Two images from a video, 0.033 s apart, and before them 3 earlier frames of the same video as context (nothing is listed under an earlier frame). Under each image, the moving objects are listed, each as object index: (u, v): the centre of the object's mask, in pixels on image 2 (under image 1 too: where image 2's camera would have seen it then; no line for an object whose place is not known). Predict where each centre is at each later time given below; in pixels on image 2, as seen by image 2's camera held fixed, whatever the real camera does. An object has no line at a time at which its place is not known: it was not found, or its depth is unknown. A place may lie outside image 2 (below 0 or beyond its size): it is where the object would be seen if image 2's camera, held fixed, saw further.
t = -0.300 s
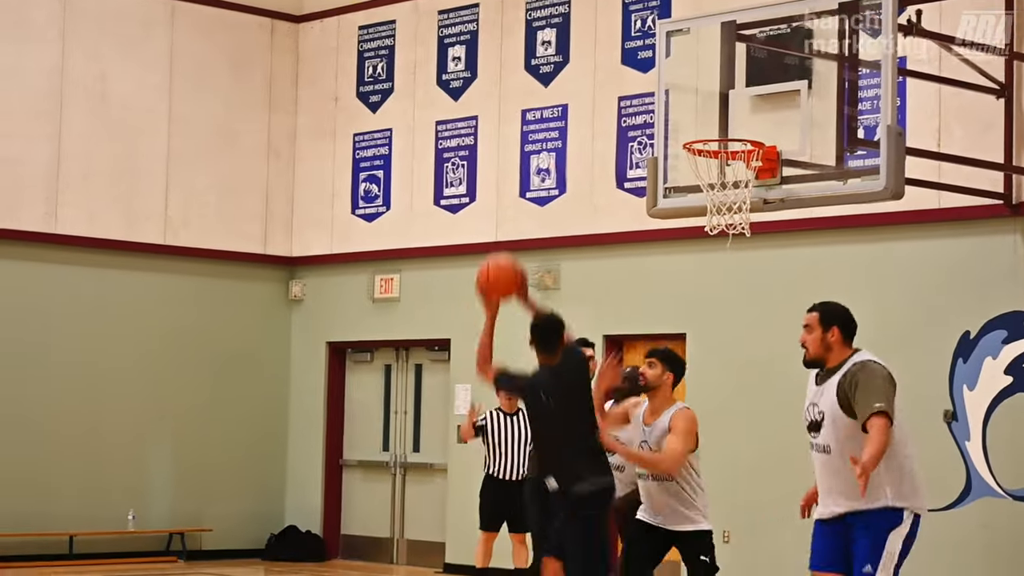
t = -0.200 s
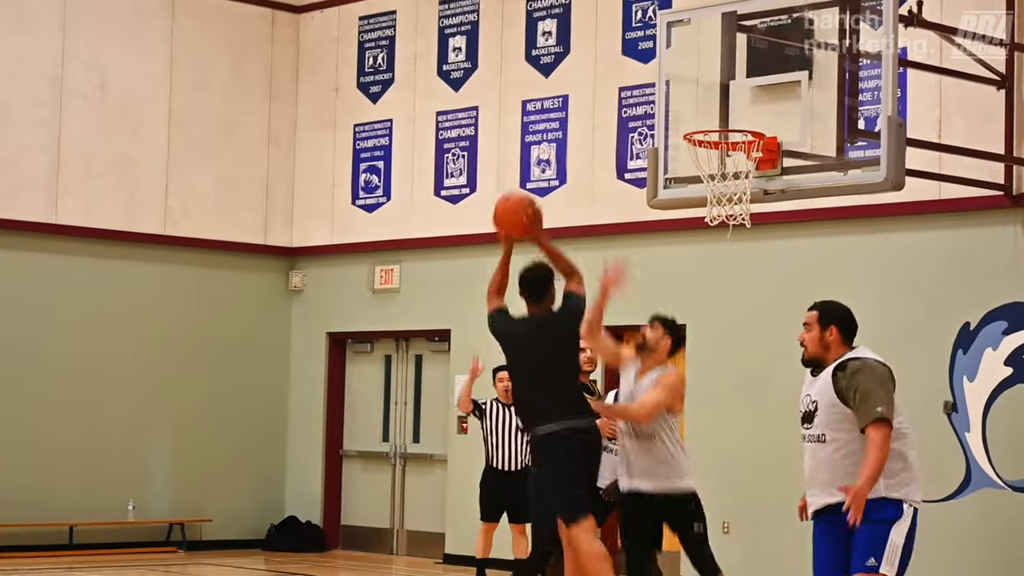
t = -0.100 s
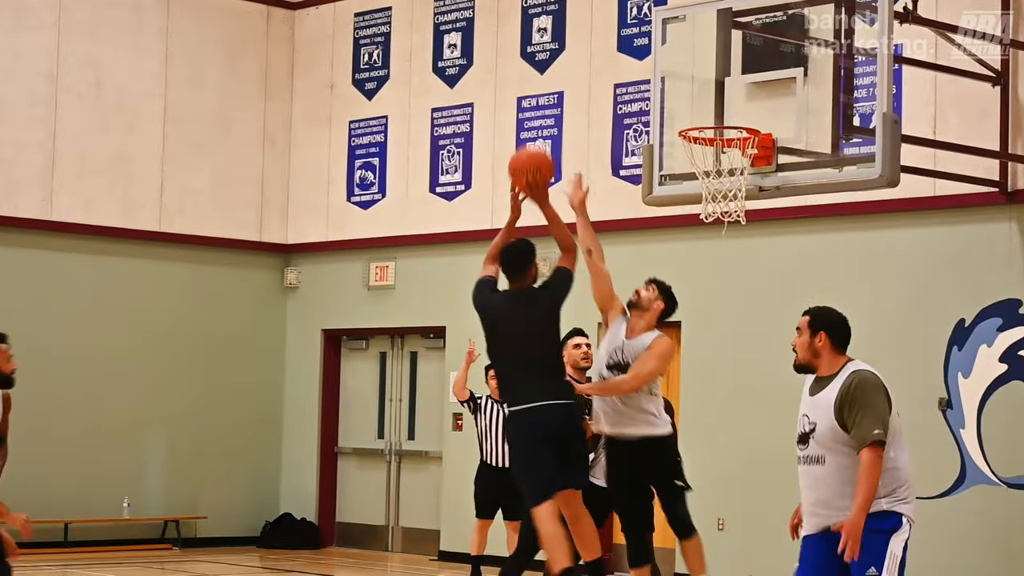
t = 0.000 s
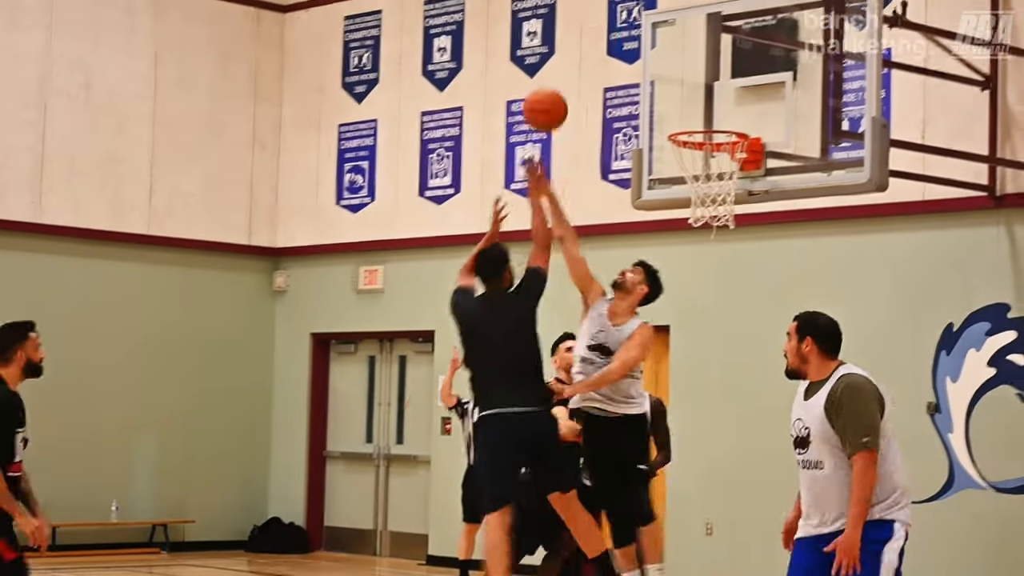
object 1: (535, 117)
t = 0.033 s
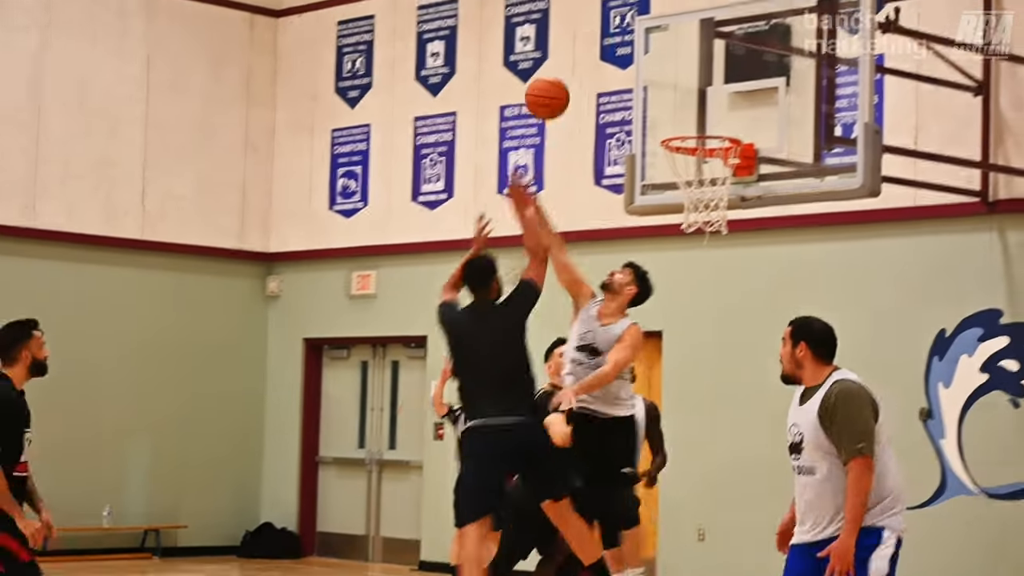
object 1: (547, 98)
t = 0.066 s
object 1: (557, 81)
